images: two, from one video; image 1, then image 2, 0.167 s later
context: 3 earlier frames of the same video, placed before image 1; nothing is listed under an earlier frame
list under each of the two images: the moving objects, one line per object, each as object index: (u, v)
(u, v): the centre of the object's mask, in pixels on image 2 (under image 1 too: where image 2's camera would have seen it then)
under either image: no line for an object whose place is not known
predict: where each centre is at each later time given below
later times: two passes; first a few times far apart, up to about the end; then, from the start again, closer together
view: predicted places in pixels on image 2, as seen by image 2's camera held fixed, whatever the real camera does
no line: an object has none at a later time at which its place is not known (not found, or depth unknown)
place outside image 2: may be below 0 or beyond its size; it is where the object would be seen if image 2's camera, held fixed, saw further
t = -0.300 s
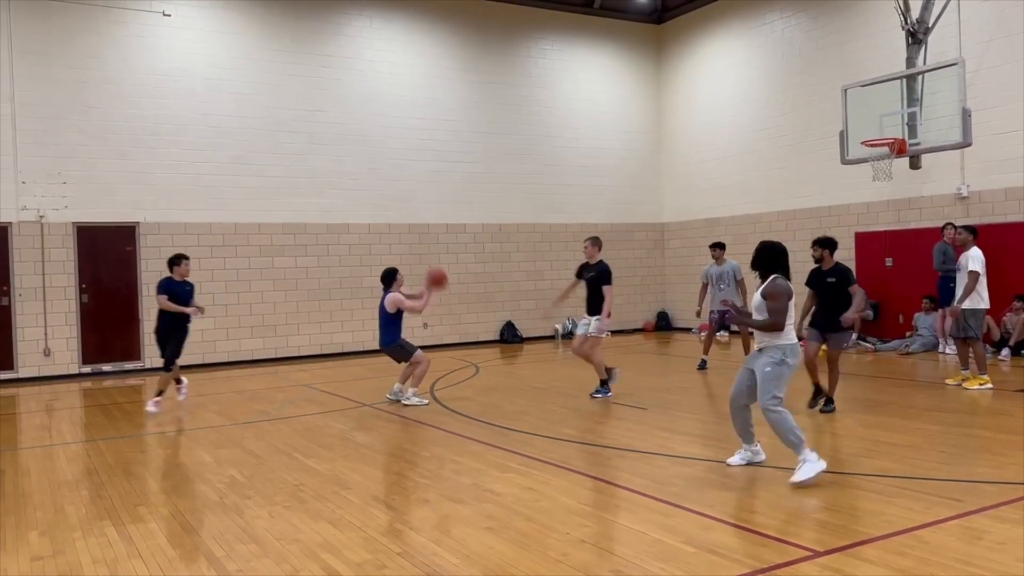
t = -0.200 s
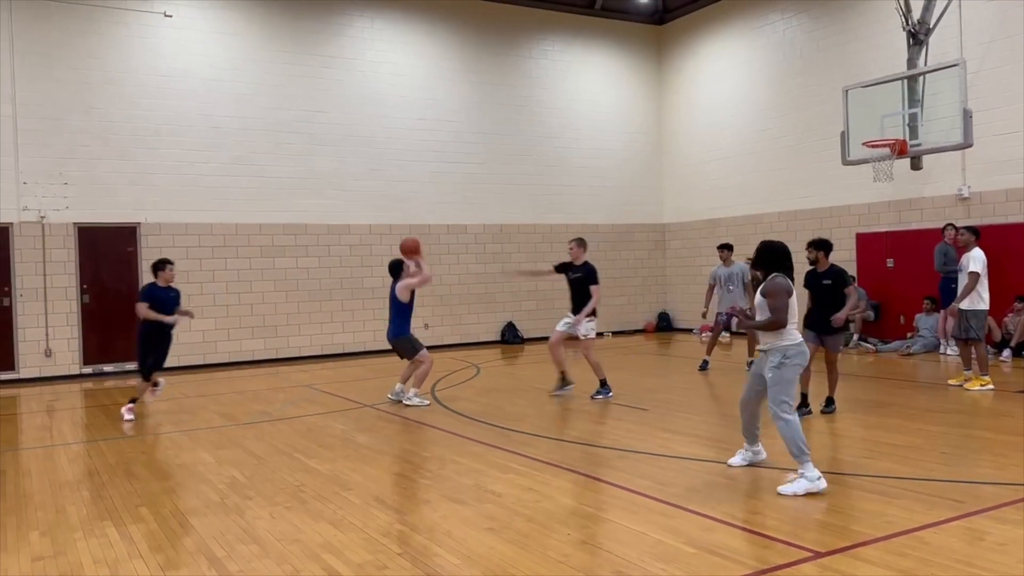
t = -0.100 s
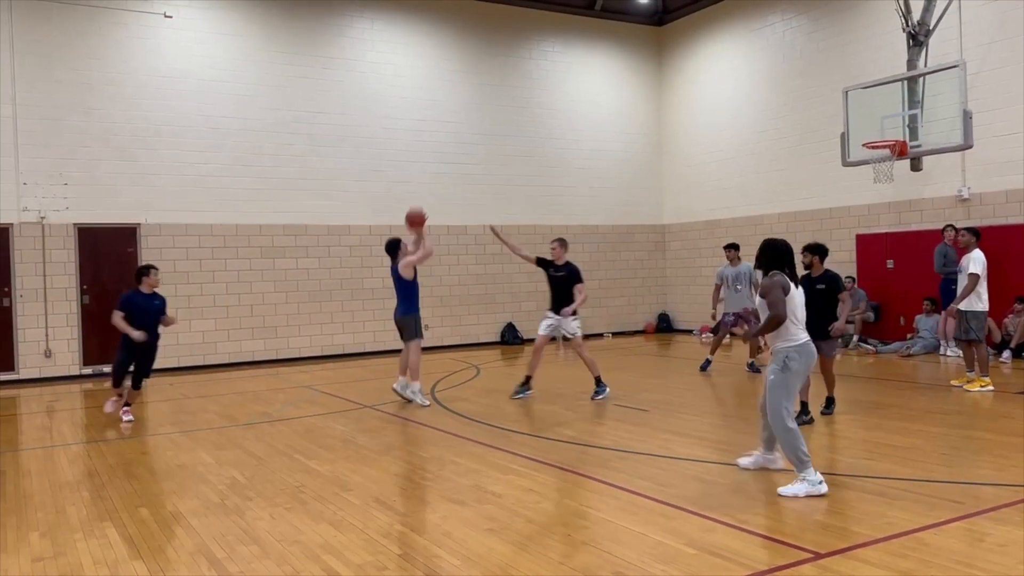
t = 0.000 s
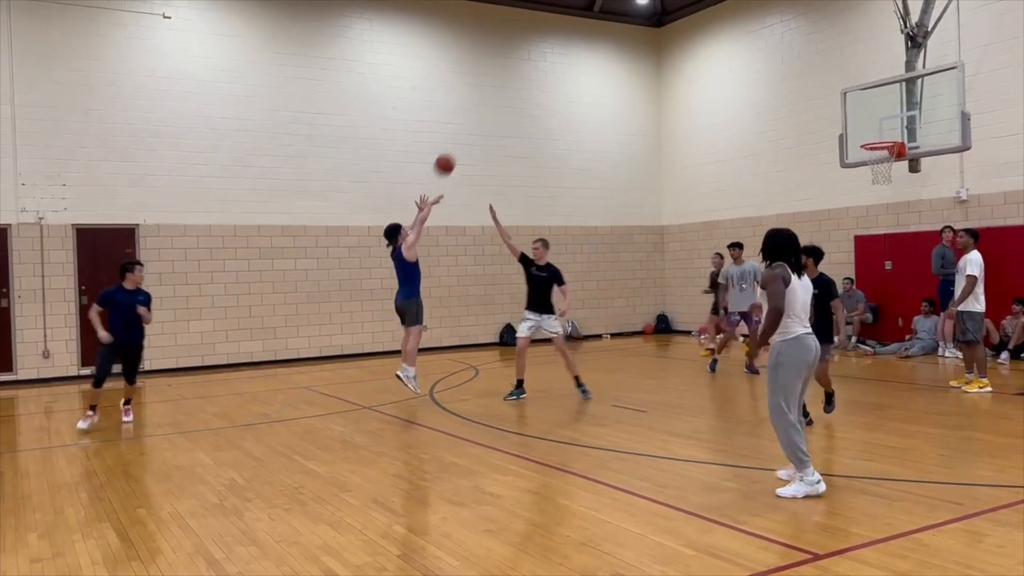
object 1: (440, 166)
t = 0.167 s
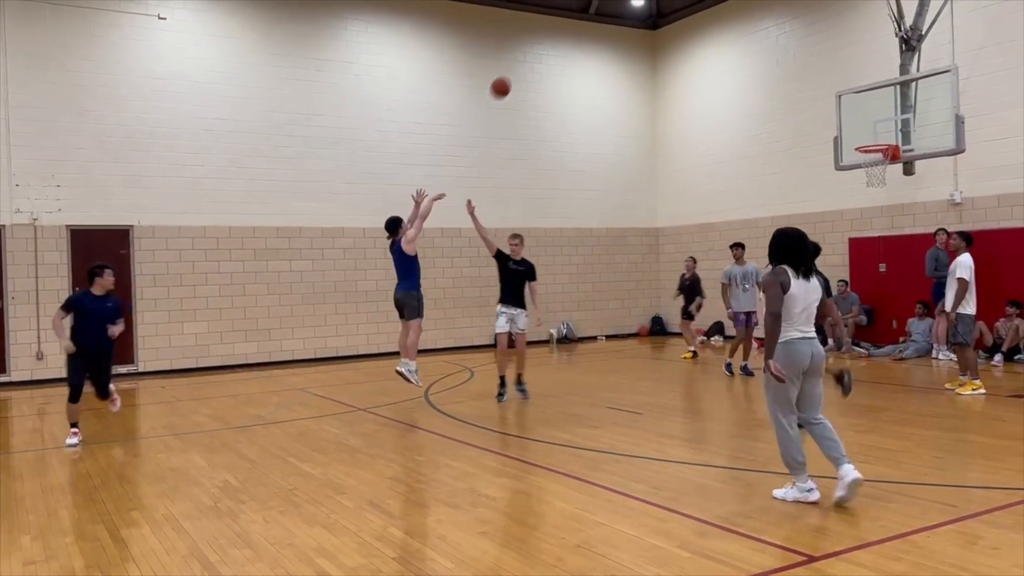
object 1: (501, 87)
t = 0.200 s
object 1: (512, 74)
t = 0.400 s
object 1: (583, 19)
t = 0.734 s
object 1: (692, 4)
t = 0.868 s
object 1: (734, 22)
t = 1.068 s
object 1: (793, 72)
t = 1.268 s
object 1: (846, 144)
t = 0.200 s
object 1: (512, 74)
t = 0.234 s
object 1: (524, 63)
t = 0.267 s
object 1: (536, 52)
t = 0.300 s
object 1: (547, 43)
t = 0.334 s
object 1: (559, 35)
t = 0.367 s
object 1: (571, 26)
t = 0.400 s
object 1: (583, 19)
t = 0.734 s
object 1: (692, 4)
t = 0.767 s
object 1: (702, 7)
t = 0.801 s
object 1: (713, 11)
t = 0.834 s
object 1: (723, 16)
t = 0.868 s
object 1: (734, 22)
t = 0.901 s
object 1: (744, 28)
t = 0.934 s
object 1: (754, 35)
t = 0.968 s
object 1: (764, 43)
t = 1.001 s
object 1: (773, 52)
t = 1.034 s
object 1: (784, 62)
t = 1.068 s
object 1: (793, 72)
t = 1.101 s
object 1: (803, 83)
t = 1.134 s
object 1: (812, 95)
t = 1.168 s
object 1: (822, 108)
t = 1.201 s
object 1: (831, 121)
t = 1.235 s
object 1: (840, 134)
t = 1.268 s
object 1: (846, 144)
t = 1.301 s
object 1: (837, 137)
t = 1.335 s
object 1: (829, 131)
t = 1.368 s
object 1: (820, 125)
